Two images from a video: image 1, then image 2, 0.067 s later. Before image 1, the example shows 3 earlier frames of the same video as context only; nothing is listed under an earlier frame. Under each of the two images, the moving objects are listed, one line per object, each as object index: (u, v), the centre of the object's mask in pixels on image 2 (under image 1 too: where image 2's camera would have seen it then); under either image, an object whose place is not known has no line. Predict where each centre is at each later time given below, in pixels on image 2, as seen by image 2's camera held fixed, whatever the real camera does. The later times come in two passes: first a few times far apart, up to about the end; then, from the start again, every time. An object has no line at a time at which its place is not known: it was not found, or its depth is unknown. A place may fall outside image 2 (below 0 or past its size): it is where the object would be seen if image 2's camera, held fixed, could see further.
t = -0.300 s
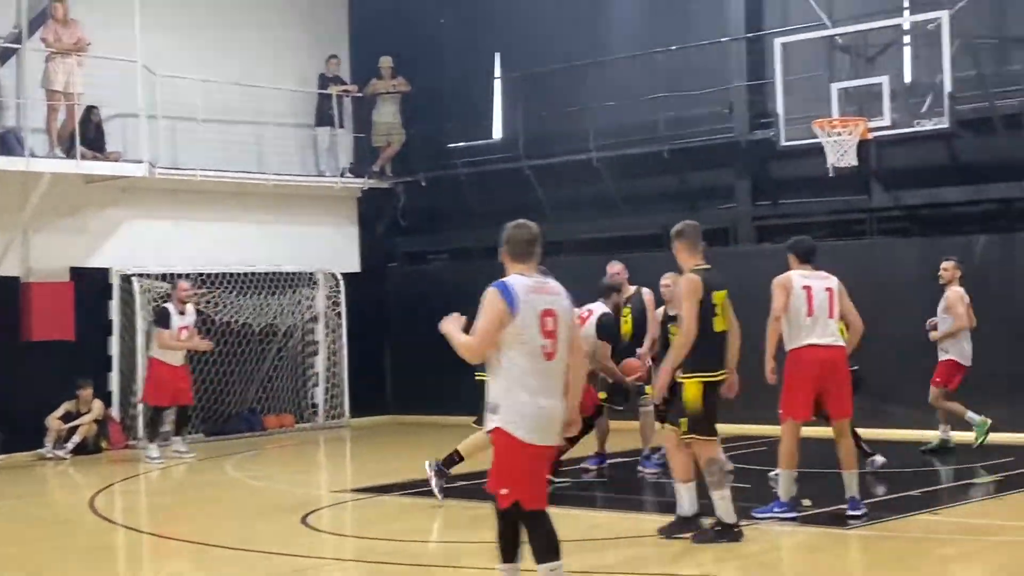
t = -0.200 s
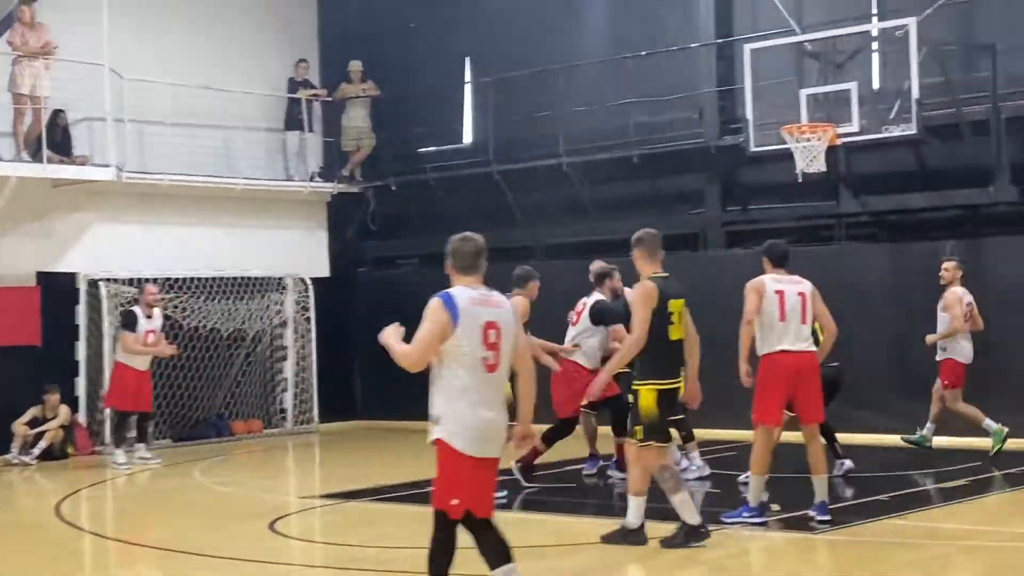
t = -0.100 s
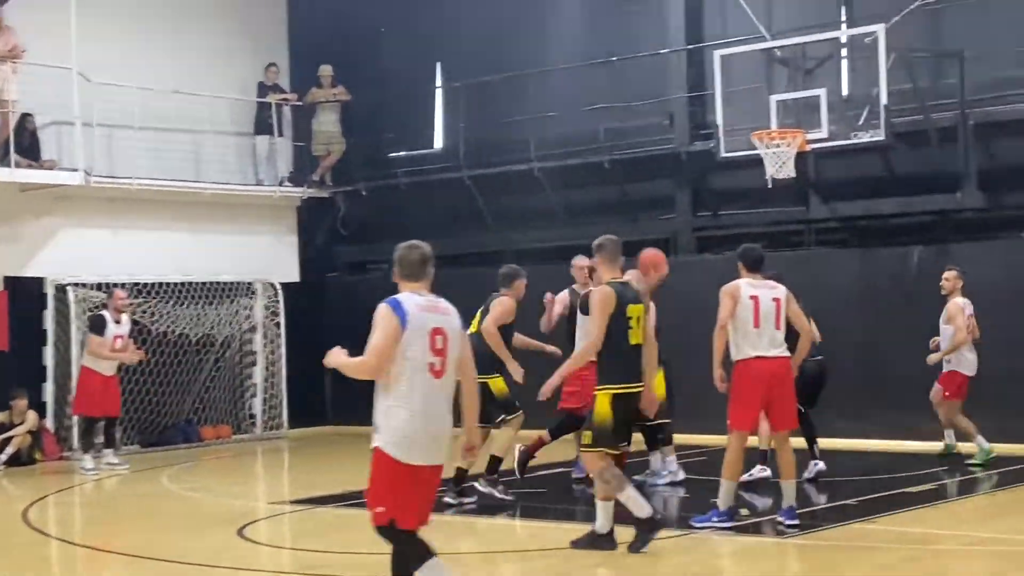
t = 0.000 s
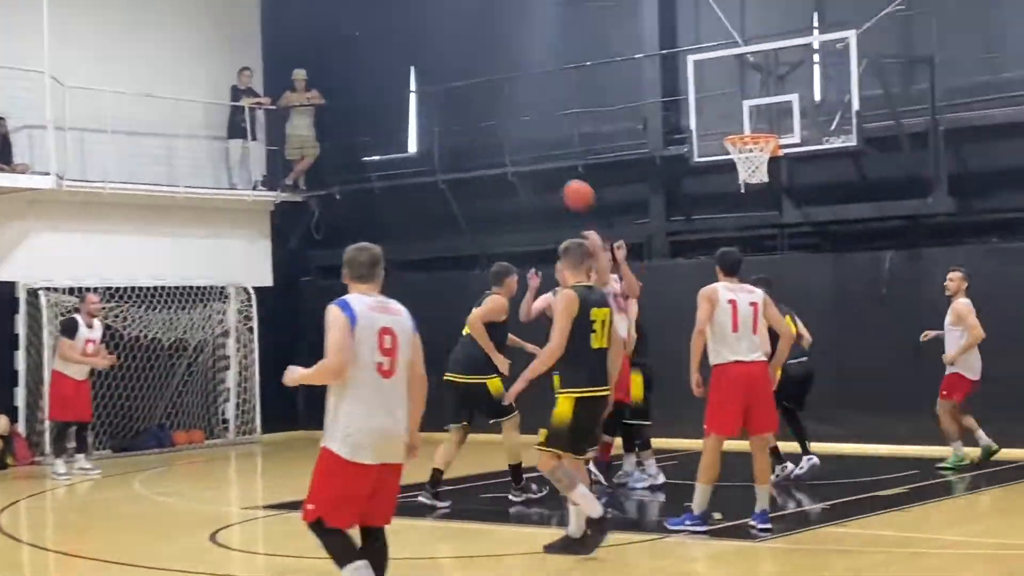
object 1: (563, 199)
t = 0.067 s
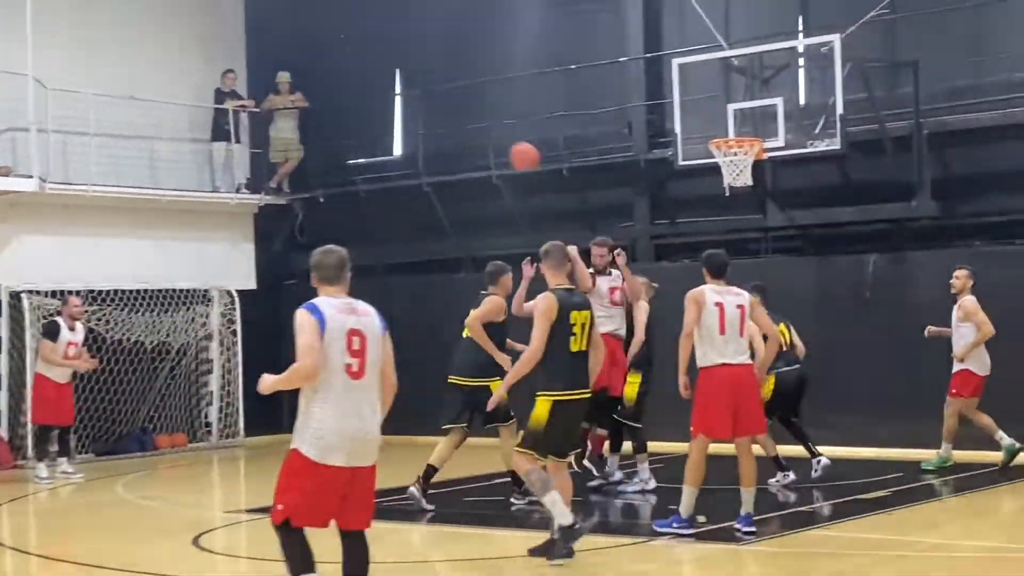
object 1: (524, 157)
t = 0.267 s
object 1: (415, 71)
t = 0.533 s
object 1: (281, 28)
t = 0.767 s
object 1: (171, 55)
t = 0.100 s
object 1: (506, 140)
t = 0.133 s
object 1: (487, 123)
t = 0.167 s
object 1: (469, 108)
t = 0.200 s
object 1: (451, 95)
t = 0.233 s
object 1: (433, 82)
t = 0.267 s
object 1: (415, 71)
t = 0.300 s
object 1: (398, 61)
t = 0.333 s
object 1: (380, 53)
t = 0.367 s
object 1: (362, 45)
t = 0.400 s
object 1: (346, 40)
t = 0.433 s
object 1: (330, 34)
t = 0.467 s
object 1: (312, 31)
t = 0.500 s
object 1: (297, 29)
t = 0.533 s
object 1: (281, 28)
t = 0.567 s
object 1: (263, 28)
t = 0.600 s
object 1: (249, 30)
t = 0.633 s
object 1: (233, 32)
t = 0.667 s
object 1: (217, 36)
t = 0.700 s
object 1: (202, 41)
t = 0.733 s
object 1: (186, 47)
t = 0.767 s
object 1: (171, 55)
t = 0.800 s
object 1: (156, 63)
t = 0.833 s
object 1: (140, 73)
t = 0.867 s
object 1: (125, 84)
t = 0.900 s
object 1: (110, 96)
